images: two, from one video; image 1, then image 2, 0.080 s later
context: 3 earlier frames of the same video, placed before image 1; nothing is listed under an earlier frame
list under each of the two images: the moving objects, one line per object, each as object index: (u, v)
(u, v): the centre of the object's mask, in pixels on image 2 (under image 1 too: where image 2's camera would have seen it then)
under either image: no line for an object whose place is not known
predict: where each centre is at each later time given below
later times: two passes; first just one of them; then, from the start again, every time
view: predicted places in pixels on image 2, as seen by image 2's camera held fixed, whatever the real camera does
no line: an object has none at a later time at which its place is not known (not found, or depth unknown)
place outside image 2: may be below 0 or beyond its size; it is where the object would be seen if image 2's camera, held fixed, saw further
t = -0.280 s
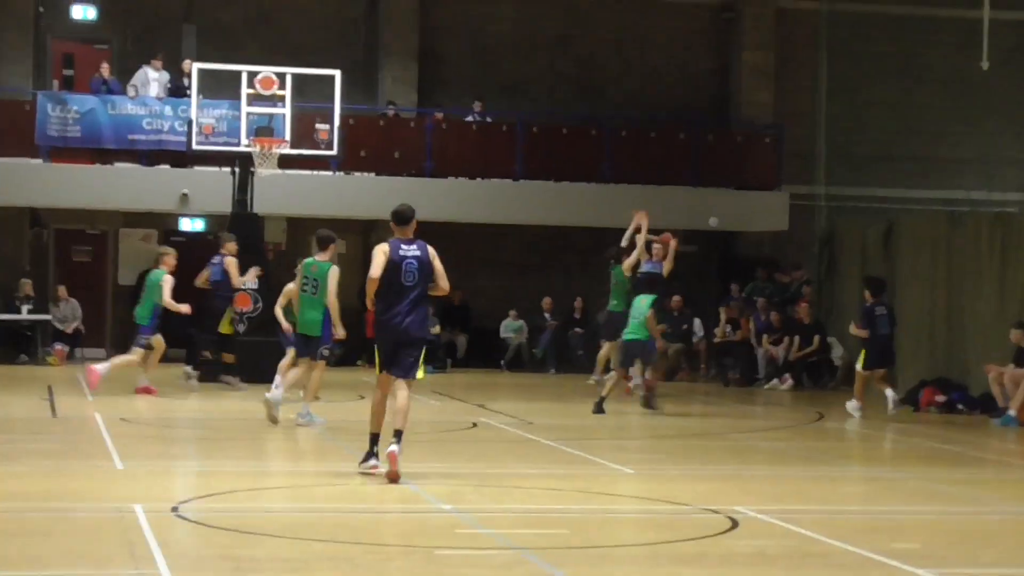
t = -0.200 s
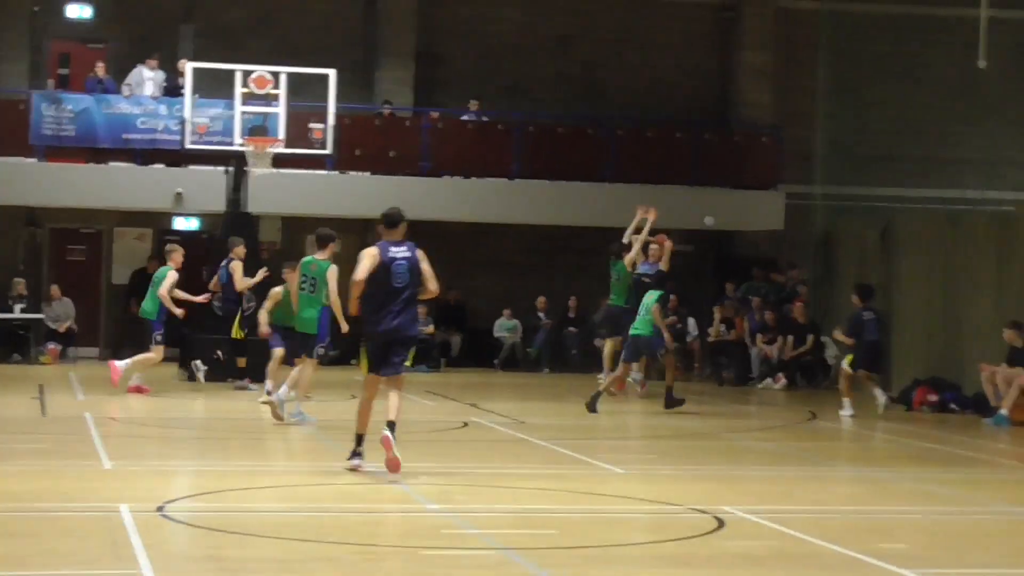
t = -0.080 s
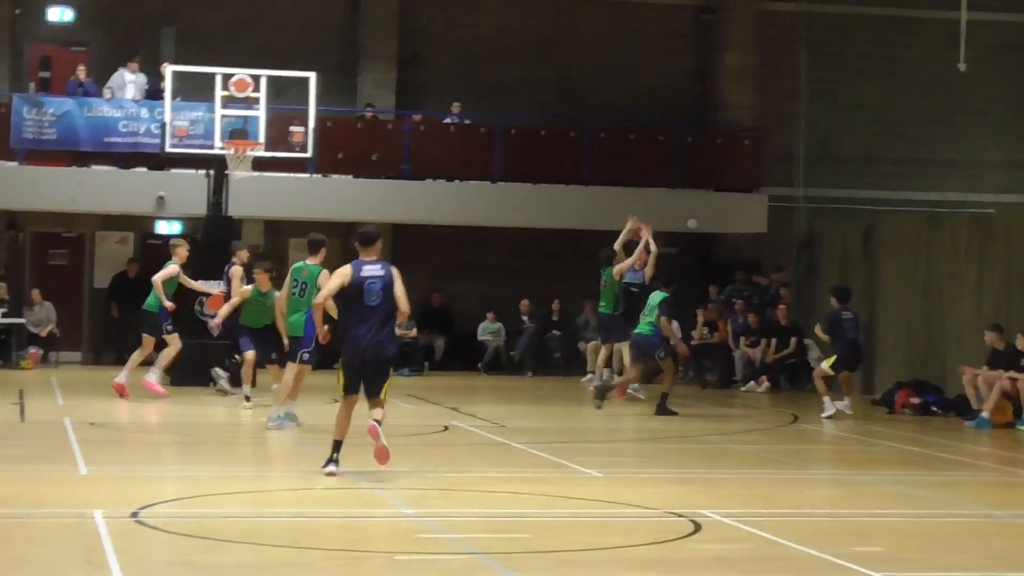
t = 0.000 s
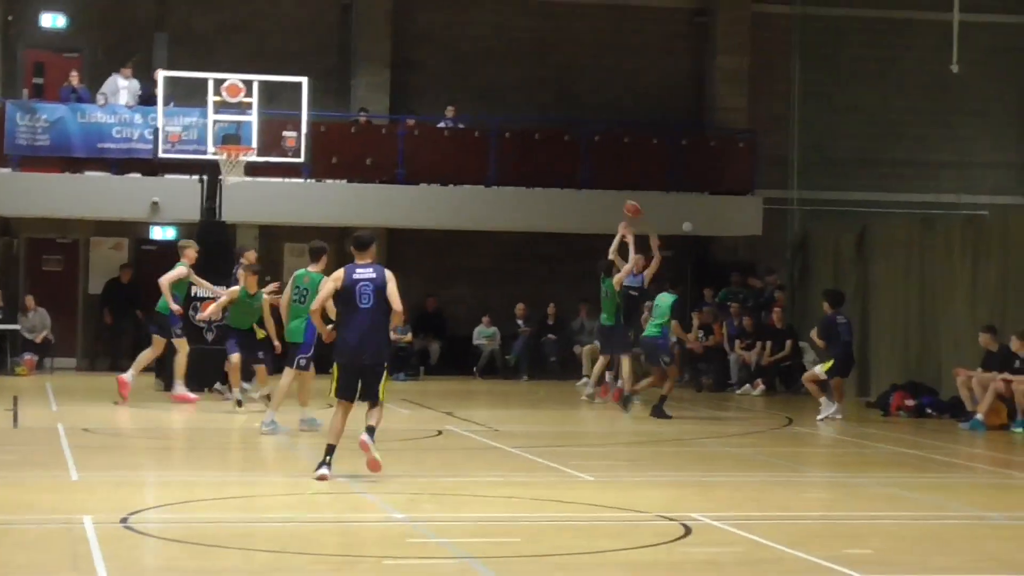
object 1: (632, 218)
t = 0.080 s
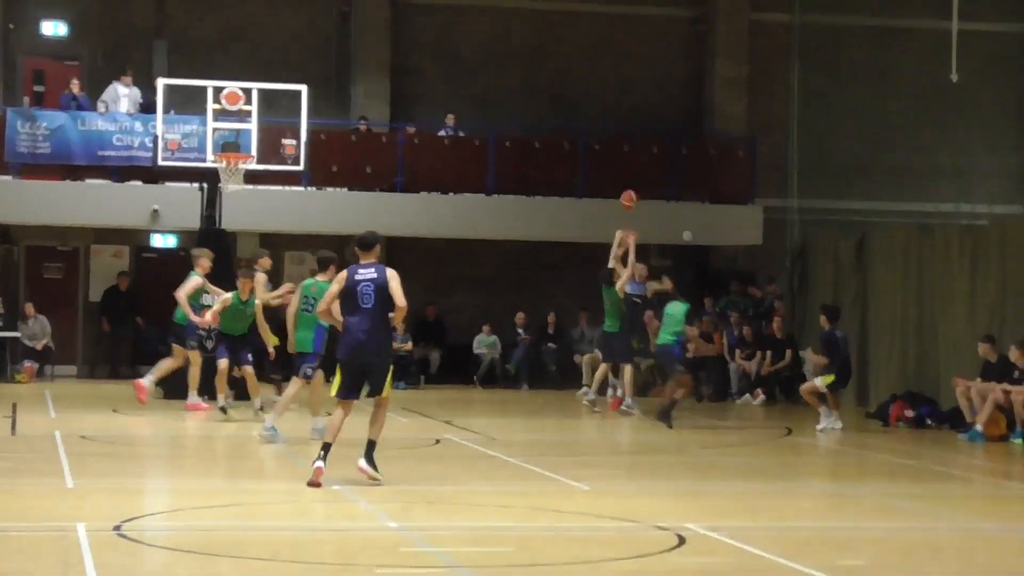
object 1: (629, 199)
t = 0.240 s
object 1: (619, 177)
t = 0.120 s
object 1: (627, 192)
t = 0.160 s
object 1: (624, 185)
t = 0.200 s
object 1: (622, 180)
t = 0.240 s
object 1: (619, 177)
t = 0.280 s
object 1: (617, 174)
